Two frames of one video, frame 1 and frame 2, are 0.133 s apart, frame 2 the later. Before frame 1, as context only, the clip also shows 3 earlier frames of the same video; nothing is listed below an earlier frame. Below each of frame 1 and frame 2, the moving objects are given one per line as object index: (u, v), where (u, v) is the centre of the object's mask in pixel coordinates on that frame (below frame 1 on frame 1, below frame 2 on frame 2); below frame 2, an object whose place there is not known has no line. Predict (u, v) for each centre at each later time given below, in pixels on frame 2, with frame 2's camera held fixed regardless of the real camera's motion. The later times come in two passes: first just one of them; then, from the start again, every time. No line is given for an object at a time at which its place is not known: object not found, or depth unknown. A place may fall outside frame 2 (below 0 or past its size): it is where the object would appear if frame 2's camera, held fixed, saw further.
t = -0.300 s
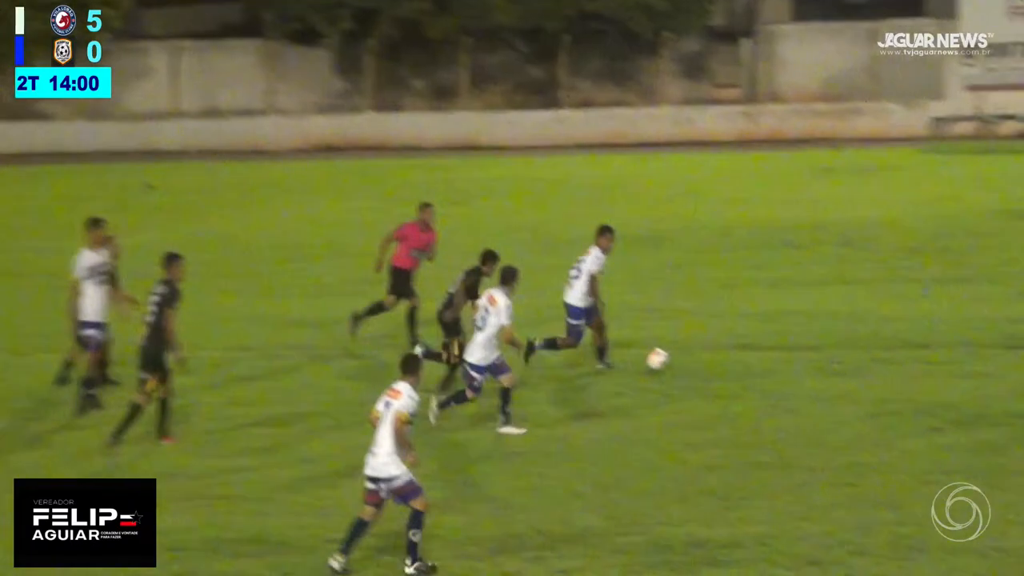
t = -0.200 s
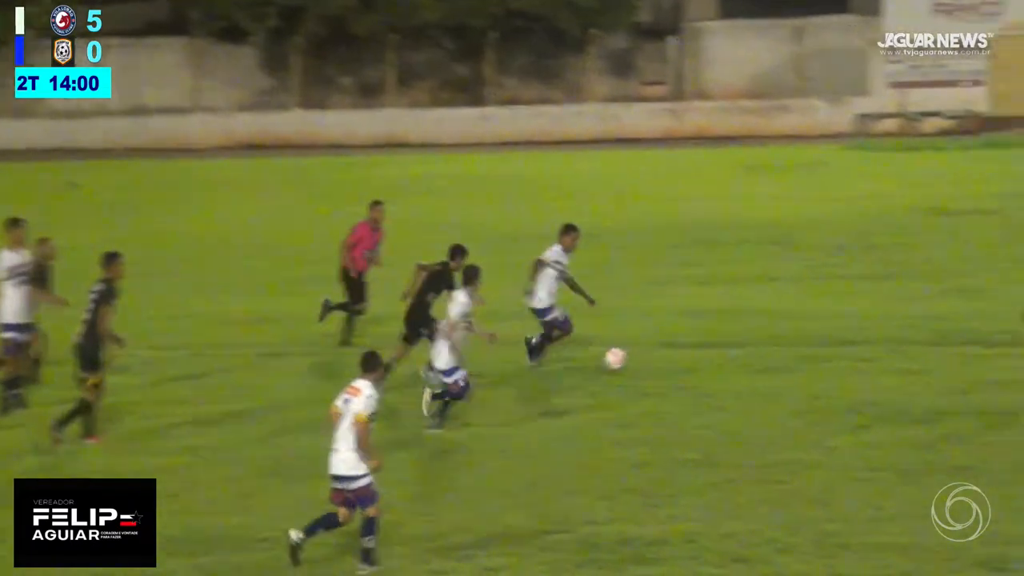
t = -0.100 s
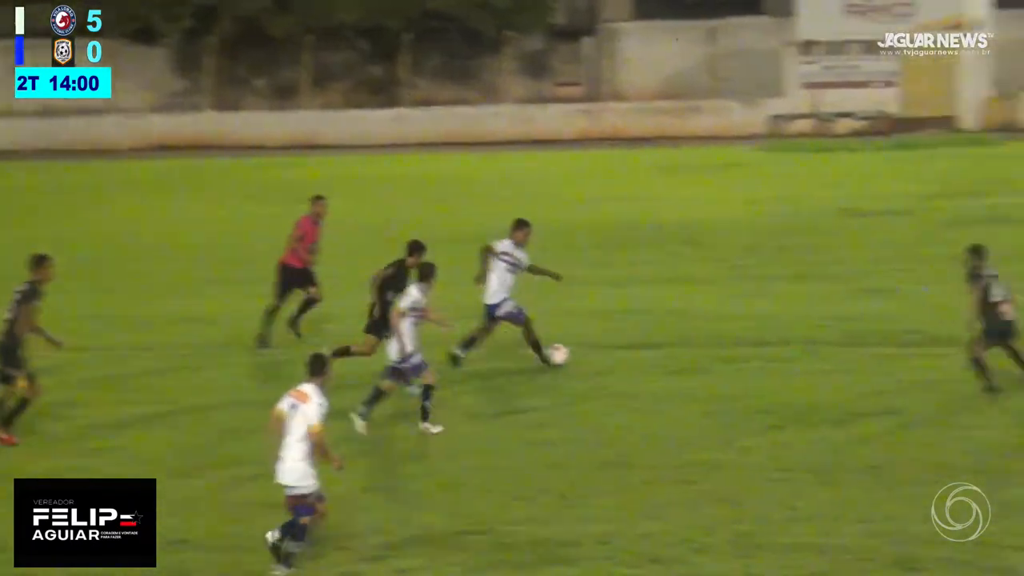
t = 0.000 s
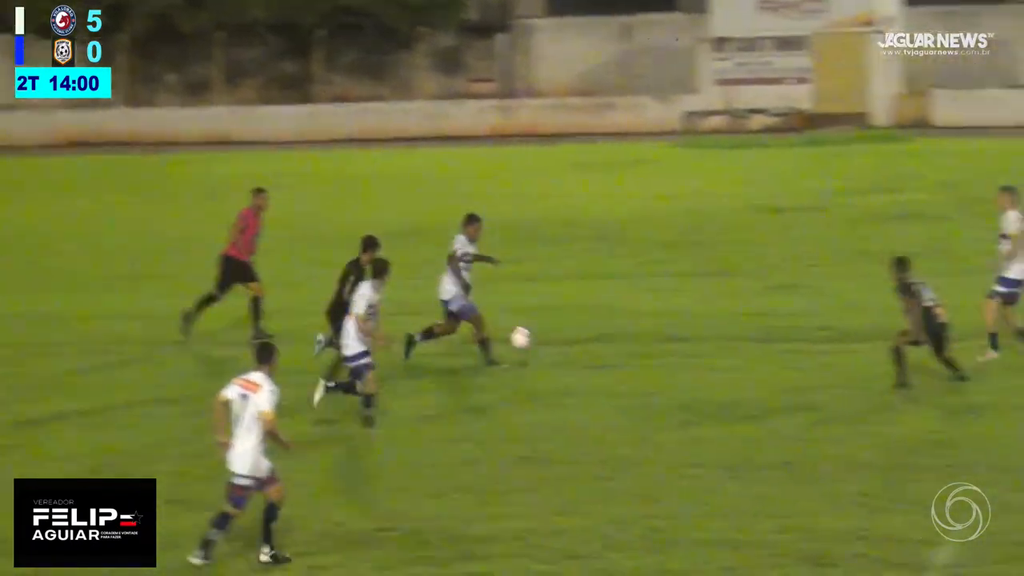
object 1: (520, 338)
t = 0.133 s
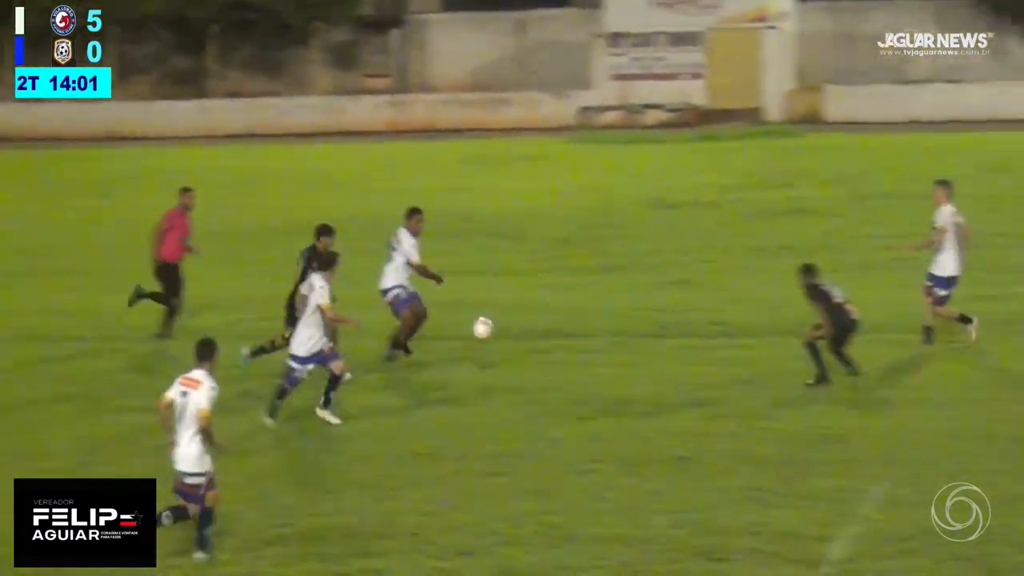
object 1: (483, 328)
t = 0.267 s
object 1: (548, 339)
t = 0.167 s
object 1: (499, 328)
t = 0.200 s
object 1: (515, 330)
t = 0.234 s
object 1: (531, 334)
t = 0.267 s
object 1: (548, 339)
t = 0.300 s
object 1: (564, 344)
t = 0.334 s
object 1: (581, 351)
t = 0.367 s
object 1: (598, 359)
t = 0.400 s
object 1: (614, 369)
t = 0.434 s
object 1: (631, 381)
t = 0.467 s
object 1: (647, 391)
